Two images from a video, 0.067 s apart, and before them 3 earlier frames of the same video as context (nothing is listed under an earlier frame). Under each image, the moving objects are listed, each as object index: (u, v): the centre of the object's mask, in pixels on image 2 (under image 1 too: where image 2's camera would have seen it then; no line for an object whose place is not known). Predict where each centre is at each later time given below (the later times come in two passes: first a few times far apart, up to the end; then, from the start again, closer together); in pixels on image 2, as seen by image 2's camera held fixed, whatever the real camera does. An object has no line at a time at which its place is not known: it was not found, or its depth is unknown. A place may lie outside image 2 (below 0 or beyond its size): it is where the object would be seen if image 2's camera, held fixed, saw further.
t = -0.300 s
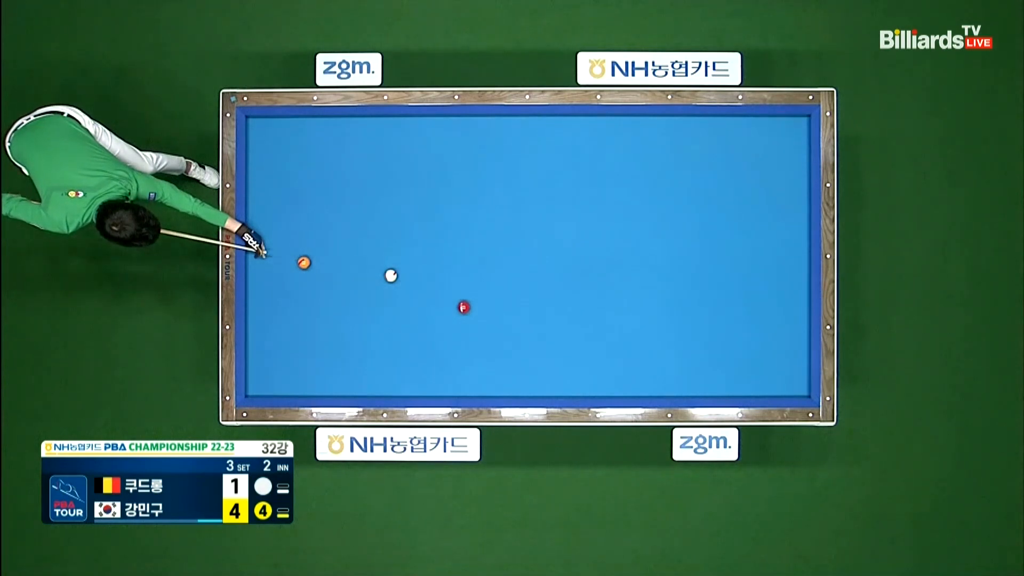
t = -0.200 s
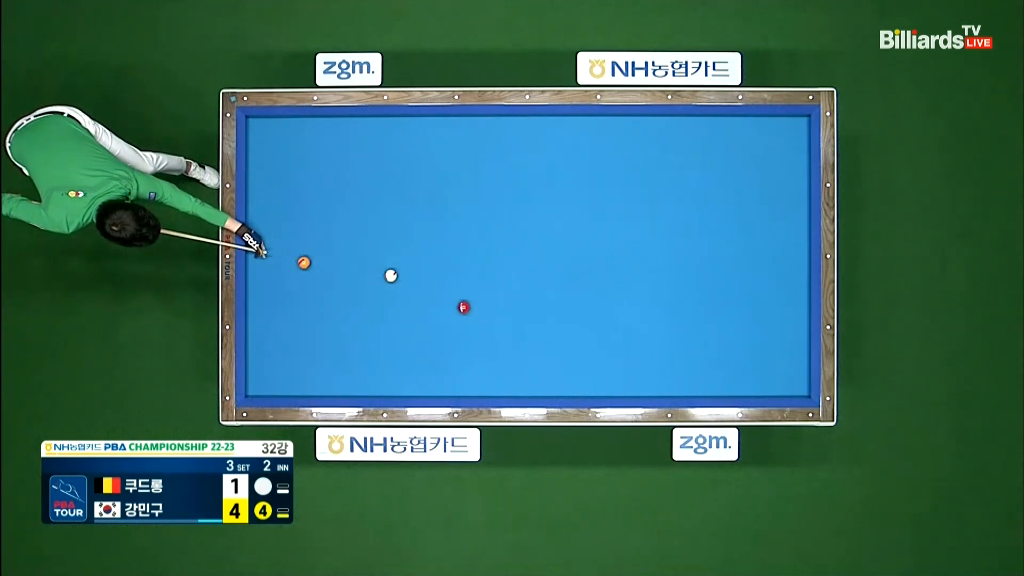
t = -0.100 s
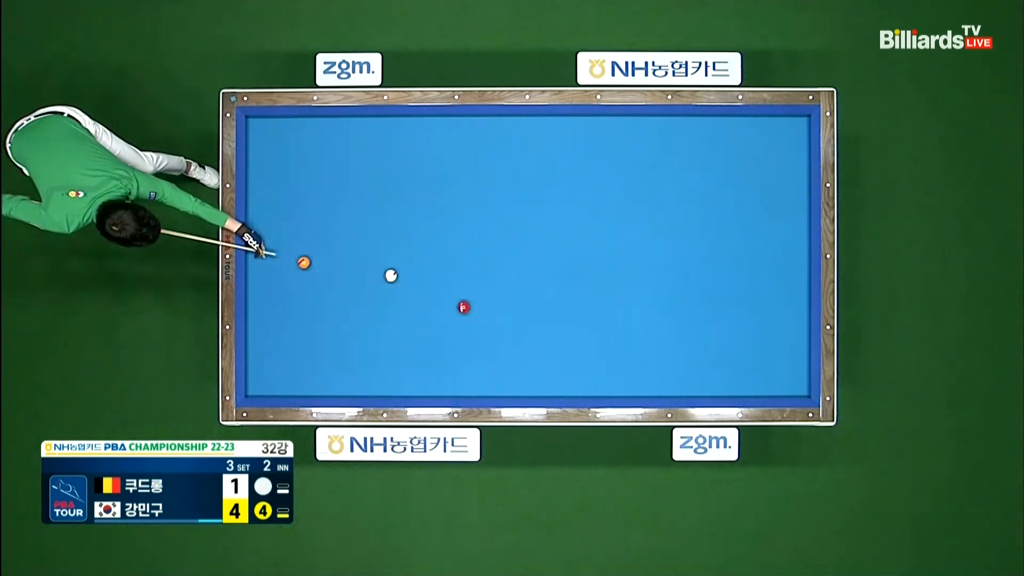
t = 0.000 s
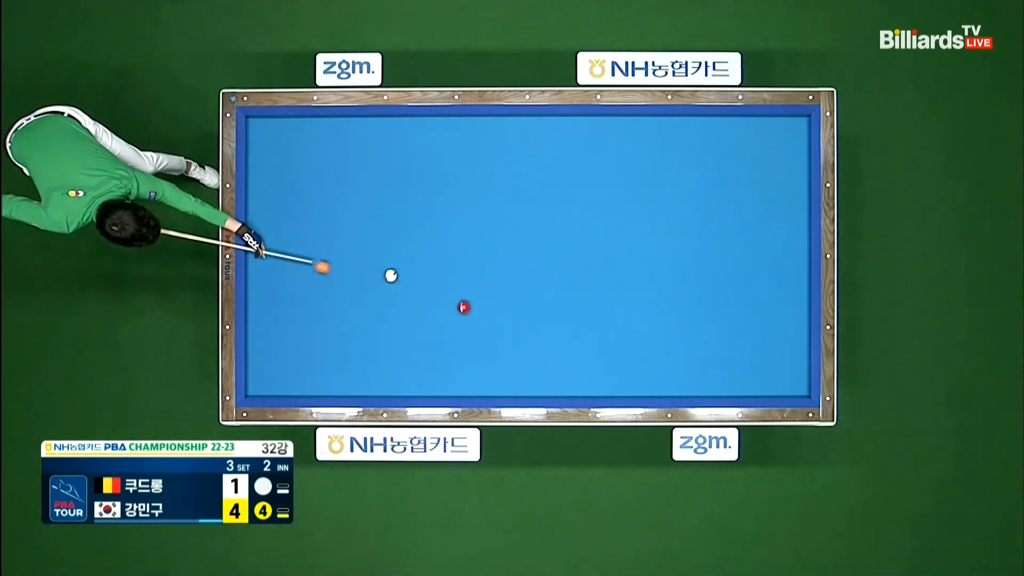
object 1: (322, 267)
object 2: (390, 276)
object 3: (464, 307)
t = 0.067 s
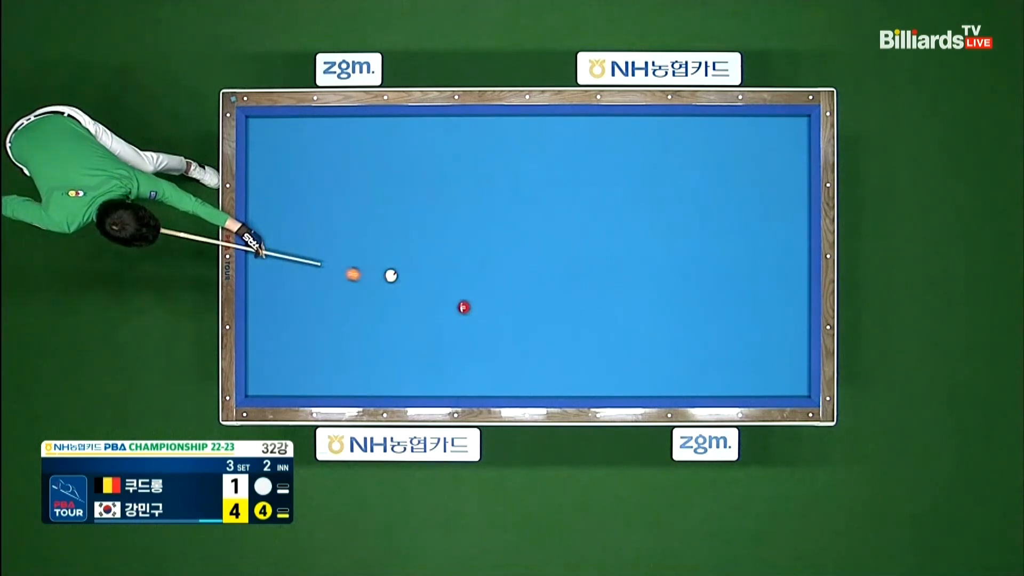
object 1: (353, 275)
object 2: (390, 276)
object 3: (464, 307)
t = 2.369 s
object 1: (774, 220)
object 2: (733, 125)
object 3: (464, 307)
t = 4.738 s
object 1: (599, 209)
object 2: (516, 171)
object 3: (464, 307)
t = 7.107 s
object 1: (427, 297)
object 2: (347, 209)
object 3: (456, 333)
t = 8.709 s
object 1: (354, 300)
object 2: (262, 230)
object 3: (442, 376)
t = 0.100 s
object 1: (368, 278)
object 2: (390, 276)
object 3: (464, 306)
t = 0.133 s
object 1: (380, 282)
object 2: (393, 275)
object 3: (464, 306)
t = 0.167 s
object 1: (383, 290)
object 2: (404, 271)
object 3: (464, 307)
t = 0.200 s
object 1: (387, 296)
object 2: (416, 267)
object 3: (464, 307)
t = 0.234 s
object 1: (391, 304)
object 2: (426, 263)
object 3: (464, 307)
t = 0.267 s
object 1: (395, 310)
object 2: (437, 260)
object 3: (464, 307)
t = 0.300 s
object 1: (400, 317)
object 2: (446, 256)
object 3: (464, 307)
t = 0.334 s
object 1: (405, 324)
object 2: (456, 253)
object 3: (464, 307)
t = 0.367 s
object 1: (410, 330)
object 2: (466, 250)
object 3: (464, 307)
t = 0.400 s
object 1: (416, 337)
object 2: (475, 247)
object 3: (464, 307)
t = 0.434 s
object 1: (422, 344)
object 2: (484, 244)
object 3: (464, 307)
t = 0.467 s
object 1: (428, 350)
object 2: (492, 241)
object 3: (464, 307)
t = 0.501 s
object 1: (434, 356)
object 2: (500, 238)
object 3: (464, 307)
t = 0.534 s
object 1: (440, 362)
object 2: (508, 235)
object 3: (464, 307)
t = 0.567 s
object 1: (447, 368)
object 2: (516, 233)
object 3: (464, 306)
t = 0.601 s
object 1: (452, 374)
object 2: (524, 230)
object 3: (464, 307)
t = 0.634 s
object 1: (459, 381)
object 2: (532, 227)
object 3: (464, 306)
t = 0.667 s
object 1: (465, 387)
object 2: (540, 225)
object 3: (464, 307)
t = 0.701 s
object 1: (471, 392)
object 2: (548, 222)
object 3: (464, 307)
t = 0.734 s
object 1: (478, 387)
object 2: (556, 219)
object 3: (464, 307)
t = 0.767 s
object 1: (484, 383)
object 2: (564, 217)
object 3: (464, 307)
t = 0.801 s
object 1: (490, 378)
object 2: (572, 214)
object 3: (464, 307)
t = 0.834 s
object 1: (496, 374)
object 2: (579, 211)
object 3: (464, 307)
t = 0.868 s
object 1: (503, 370)
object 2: (587, 208)
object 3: (464, 307)
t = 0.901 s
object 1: (509, 367)
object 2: (595, 206)
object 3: (464, 307)
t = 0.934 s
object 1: (515, 363)
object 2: (603, 203)
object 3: (464, 306)
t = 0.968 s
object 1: (522, 360)
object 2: (611, 201)
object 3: (464, 306)
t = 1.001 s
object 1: (528, 356)
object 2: (619, 198)
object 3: (464, 307)
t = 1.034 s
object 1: (535, 353)
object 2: (626, 196)
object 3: (464, 307)
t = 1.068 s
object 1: (541, 350)
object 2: (634, 193)
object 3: (464, 306)
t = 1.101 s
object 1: (547, 346)
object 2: (642, 190)
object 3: (464, 306)
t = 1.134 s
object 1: (553, 343)
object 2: (650, 188)
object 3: (464, 306)
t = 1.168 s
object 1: (559, 339)
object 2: (658, 185)
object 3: (464, 306)
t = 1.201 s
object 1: (565, 336)
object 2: (665, 182)
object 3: (464, 306)
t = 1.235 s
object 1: (571, 333)
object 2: (673, 180)
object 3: (464, 306)
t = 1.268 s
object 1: (578, 329)
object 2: (681, 177)
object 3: (464, 307)
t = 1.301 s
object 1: (584, 326)
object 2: (688, 175)
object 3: (464, 307)
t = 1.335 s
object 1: (590, 322)
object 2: (696, 172)
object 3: (464, 306)
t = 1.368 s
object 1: (596, 319)
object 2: (703, 170)
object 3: (464, 307)
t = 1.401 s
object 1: (602, 316)
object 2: (711, 167)
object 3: (464, 307)
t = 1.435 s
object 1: (608, 312)
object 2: (718, 164)
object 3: (464, 307)
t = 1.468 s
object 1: (615, 308)
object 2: (726, 162)
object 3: (464, 306)
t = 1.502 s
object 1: (621, 305)
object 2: (733, 159)
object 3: (464, 306)
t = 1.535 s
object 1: (627, 302)
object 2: (741, 157)
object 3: (464, 306)
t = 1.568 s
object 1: (633, 299)
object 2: (749, 154)
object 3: (464, 307)
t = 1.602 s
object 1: (639, 295)
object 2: (756, 152)
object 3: (464, 307)
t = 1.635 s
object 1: (645, 292)
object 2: (764, 149)
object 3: (464, 306)
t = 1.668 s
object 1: (651, 288)
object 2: (772, 147)
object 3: (464, 306)
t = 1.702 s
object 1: (657, 285)
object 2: (779, 144)
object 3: (464, 307)
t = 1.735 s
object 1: (663, 282)
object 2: (786, 142)
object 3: (464, 307)
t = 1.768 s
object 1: (669, 279)
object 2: (794, 139)
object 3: (464, 307)
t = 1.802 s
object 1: (675, 275)
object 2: (801, 136)
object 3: (464, 306)
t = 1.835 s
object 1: (681, 272)
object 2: (801, 135)
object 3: (464, 306)
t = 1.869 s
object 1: (687, 269)
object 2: (795, 134)
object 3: (464, 307)
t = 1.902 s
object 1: (693, 266)
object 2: (789, 132)
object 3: (464, 307)
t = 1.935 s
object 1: (698, 262)
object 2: (784, 131)
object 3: (464, 307)
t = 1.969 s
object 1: (704, 259)
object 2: (779, 129)
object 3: (464, 306)
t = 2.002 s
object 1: (710, 256)
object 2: (774, 128)
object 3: (464, 307)
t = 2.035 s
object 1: (716, 252)
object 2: (769, 127)
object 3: (464, 307)
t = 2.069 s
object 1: (722, 249)
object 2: (765, 126)
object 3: (464, 307)
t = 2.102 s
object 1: (728, 246)
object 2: (761, 124)
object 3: (464, 307)
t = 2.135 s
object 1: (734, 242)
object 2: (757, 123)
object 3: (464, 306)
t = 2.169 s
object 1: (740, 240)
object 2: (753, 121)
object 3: (464, 307)
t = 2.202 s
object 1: (745, 236)
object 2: (750, 121)
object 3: (464, 307)
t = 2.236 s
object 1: (751, 233)
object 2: (746, 122)
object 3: (464, 307)
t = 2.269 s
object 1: (757, 230)
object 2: (743, 123)
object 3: (464, 306)
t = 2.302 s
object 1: (763, 227)
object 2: (740, 124)
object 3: (464, 307)
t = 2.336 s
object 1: (769, 223)
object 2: (736, 125)
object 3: (464, 307)
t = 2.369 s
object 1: (774, 220)
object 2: (733, 125)
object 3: (464, 307)
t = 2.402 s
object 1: (780, 217)
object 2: (729, 126)
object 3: (464, 306)
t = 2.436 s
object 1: (786, 214)
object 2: (726, 127)
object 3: (464, 307)
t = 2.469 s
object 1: (792, 211)
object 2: (723, 127)
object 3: (464, 307)
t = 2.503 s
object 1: (797, 208)
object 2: (719, 128)
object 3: (464, 307)
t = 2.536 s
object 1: (803, 204)
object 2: (716, 128)
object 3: (464, 306)
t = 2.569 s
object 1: (802, 201)
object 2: (712, 129)
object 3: (464, 307)
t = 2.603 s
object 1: (797, 197)
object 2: (709, 130)
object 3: (464, 306)
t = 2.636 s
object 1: (793, 193)
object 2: (706, 130)
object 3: (464, 306)
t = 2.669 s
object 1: (789, 189)
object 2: (702, 131)
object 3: (464, 306)
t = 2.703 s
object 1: (785, 185)
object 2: (699, 132)
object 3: (464, 306)
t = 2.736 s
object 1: (782, 182)
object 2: (696, 133)
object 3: (464, 307)
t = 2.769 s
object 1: (779, 178)
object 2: (693, 133)
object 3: (464, 307)
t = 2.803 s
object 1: (775, 174)
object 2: (689, 134)
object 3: (464, 306)
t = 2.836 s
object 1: (772, 170)
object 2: (686, 135)
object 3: (464, 306)
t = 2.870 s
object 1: (769, 166)
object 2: (683, 135)
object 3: (464, 306)
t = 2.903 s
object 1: (766, 163)
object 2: (680, 136)
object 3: (464, 307)
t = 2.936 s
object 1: (762, 159)
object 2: (676, 137)
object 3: (464, 307)
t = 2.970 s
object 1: (759, 155)
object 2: (673, 137)
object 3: (464, 307)
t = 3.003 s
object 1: (756, 151)
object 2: (670, 138)
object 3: (464, 306)
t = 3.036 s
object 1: (753, 148)
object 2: (667, 139)
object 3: (464, 306)
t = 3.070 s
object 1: (749, 144)
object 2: (664, 139)
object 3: (464, 306)
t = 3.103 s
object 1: (746, 140)
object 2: (660, 140)
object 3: (464, 306)
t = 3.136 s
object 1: (743, 137)
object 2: (657, 141)
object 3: (464, 306)
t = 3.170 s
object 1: (740, 133)
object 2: (654, 142)
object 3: (464, 306)
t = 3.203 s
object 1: (737, 129)
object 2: (651, 142)
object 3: (464, 307)
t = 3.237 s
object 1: (734, 126)
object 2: (648, 143)
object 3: (464, 307)
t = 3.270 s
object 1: (731, 122)
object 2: (644, 144)
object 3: (464, 306)
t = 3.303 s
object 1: (727, 122)
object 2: (641, 144)
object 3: (464, 307)
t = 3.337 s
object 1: (724, 125)
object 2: (638, 145)
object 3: (464, 307)
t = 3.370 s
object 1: (721, 127)
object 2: (635, 146)
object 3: (464, 307)
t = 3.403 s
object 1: (718, 129)
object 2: (632, 146)
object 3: (464, 307)
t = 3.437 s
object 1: (715, 131)
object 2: (629, 147)
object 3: (464, 307)
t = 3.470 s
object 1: (711, 133)
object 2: (626, 148)
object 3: (464, 307)
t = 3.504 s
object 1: (708, 135)
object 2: (623, 148)
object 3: (464, 306)
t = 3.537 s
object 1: (706, 137)
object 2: (620, 149)
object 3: (464, 307)
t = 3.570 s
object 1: (702, 140)
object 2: (616, 150)
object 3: (464, 307)
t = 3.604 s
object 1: (699, 142)
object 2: (613, 150)
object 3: (464, 307)
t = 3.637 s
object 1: (696, 144)
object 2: (611, 151)
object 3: (464, 306)
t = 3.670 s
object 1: (693, 146)
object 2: (607, 151)
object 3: (464, 307)
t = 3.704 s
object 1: (690, 148)
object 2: (605, 152)
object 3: (464, 306)
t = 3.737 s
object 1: (687, 150)
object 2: (601, 153)
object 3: (464, 307)
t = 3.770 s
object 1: (684, 152)
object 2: (598, 153)
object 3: (464, 306)
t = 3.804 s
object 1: (681, 154)
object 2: (596, 154)
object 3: (464, 307)
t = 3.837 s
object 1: (678, 156)
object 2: (593, 155)
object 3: (464, 306)
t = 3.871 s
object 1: (675, 158)
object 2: (589, 156)
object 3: (464, 306)
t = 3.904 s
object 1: (672, 160)
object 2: (587, 156)
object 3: (464, 307)
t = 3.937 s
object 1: (669, 162)
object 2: (584, 157)
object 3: (464, 307)
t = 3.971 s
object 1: (666, 164)
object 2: (580, 157)
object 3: (464, 306)
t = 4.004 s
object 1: (663, 166)
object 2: (578, 158)
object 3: (464, 307)
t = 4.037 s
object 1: (660, 168)
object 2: (575, 159)
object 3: (464, 306)
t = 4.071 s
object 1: (657, 170)
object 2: (572, 159)
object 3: (464, 307)
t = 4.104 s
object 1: (654, 172)
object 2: (569, 160)
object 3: (464, 307)
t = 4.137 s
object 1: (651, 174)
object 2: (566, 161)
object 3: (464, 307)
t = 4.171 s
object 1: (648, 176)
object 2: (563, 161)
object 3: (464, 307)
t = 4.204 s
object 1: (645, 178)
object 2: (560, 162)
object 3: (464, 307)
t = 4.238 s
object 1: (642, 180)
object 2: (557, 162)
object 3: (464, 307)
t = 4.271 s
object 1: (639, 182)
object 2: (555, 163)
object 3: (464, 307)
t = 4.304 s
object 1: (636, 184)
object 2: (552, 164)
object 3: (464, 307)
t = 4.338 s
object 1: (633, 186)
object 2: (549, 164)
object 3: (464, 307)
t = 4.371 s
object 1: (630, 188)
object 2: (546, 165)
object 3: (464, 307)
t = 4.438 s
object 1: (624, 191)
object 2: (540, 166)
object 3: (464, 307)
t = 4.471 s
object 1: (622, 193)
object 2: (538, 167)
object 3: (464, 306)
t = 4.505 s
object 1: (619, 195)
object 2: (535, 167)
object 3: (464, 306)
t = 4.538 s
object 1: (616, 197)
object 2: (532, 168)
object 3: (464, 306)
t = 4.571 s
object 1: (613, 199)
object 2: (529, 169)
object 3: (464, 306)
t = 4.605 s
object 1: (610, 201)
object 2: (526, 169)
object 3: (464, 306)
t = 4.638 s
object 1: (607, 203)
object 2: (524, 170)
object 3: (464, 306)
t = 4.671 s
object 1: (604, 205)
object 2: (521, 170)
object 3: (464, 307)
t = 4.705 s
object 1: (601, 207)
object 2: (518, 171)
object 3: (464, 307)
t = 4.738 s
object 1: (599, 209)
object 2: (516, 171)
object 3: (464, 307)
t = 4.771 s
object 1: (596, 211)
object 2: (513, 172)
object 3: (464, 307)
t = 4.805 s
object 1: (593, 212)
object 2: (510, 173)
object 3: (464, 307)
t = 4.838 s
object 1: (590, 214)
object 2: (507, 173)
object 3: (464, 307)
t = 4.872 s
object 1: (587, 216)
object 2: (505, 174)
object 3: (464, 307)
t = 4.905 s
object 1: (584, 218)
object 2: (502, 174)
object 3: (464, 307)
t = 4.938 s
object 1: (582, 220)
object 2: (499, 175)
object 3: (464, 307)
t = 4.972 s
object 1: (579, 222)
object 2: (496, 175)
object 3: (464, 307)
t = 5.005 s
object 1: (576, 224)
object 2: (494, 176)
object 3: (464, 307)
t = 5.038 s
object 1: (573, 225)
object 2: (491, 177)
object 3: (464, 307)
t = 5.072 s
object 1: (571, 227)
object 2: (489, 177)
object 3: (464, 307)
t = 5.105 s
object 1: (568, 229)
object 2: (486, 178)
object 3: (464, 307)
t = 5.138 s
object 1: (565, 231)
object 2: (483, 179)
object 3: (464, 307)
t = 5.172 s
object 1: (562, 233)
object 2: (481, 179)
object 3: (464, 307)
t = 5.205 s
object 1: (560, 234)
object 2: (478, 179)
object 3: (464, 307)
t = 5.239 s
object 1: (557, 236)
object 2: (476, 180)
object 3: (464, 307)
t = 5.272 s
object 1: (554, 238)
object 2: (473, 181)
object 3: (464, 307)
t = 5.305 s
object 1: (551, 240)
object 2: (470, 181)
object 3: (464, 307)
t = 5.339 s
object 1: (549, 241)
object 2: (468, 182)
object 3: (464, 307)
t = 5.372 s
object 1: (546, 243)
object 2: (465, 182)
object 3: (464, 307)
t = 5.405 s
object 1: (543, 245)
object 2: (463, 183)
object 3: (464, 307)
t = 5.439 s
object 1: (541, 247)
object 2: (460, 183)
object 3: (464, 307)
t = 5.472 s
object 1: (538, 248)
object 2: (458, 184)
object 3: (464, 307)
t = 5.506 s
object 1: (535, 250)
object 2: (455, 184)
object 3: (464, 307)
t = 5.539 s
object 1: (533, 252)
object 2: (453, 185)
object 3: (464, 307)
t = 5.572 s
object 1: (530, 254)
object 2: (450, 185)
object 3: (464, 307)
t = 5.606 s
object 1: (527, 255)
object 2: (448, 186)
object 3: (464, 307)
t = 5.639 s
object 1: (525, 257)
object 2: (445, 187)
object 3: (464, 307)
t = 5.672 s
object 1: (522, 259)
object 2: (443, 187)
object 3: (464, 307)
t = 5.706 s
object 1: (519, 260)
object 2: (441, 188)
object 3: (464, 307)
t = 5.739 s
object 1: (517, 262)
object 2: (438, 188)
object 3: (464, 307)
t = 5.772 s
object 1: (514, 264)
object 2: (435, 189)
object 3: (464, 307)
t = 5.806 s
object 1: (512, 266)
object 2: (433, 189)
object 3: (464, 307)
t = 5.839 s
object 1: (509, 267)
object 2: (431, 190)
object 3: (464, 307)
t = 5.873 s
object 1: (507, 269)
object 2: (428, 190)
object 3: (464, 307)
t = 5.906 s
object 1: (504, 271)
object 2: (426, 191)
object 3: (464, 307)
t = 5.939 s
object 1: (501, 272)
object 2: (424, 191)
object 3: (464, 307)
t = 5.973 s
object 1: (499, 274)
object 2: (421, 192)
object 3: (464, 307)
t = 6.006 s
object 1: (496, 276)
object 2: (419, 192)
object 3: (464, 307)
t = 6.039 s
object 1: (494, 277)
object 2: (416, 193)
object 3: (464, 307)
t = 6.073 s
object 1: (491, 279)
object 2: (414, 193)
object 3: (464, 307)
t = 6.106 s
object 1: (489, 281)
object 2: (412, 194)
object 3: (464, 307)
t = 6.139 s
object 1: (486, 282)
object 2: (409, 195)
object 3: (464, 307)
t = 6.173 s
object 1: (484, 284)
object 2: (407, 195)
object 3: (464, 307)
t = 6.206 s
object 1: (481, 285)
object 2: (405, 196)
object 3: (464, 307)
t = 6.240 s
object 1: (479, 287)
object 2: (403, 196)
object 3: (464, 307)
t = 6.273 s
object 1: (476, 288)
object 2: (401, 196)
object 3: (464, 307)
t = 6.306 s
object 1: (474, 290)
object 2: (398, 197)
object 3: (464, 307)
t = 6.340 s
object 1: (472, 292)
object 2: (396, 198)
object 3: (464, 307)
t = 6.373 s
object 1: (469, 293)
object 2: (394, 198)
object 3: (464, 307)
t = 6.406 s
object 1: (467, 295)
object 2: (392, 198)
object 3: (464, 307)
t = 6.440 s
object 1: (465, 295)
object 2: (389, 199)
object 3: (464, 309)
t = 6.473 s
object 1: (463, 295)
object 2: (387, 200)
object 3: (463, 310)
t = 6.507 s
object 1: (460, 295)
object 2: (385, 200)
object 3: (463, 311)
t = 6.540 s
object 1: (459, 295)
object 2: (383, 201)
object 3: (462, 312)
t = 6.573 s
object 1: (457, 296)
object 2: (381, 201)
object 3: (462, 314)
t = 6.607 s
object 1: (455, 296)
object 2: (378, 202)
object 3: (462, 315)
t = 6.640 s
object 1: (453, 296)
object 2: (376, 202)
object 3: (461, 316)
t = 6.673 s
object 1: (451, 296)
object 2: (374, 203)
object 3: (461, 317)
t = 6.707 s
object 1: (449, 296)
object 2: (372, 203)
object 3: (460, 318)
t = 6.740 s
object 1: (447, 296)
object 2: (370, 204)
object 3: (460, 320)
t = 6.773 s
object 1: (445, 296)
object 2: (368, 204)
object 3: (460, 321)
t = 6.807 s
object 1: (443, 297)
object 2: (366, 204)
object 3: (459, 322)
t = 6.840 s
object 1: (442, 296)
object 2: (364, 205)
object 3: (459, 323)
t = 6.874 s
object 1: (440, 297)
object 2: (361, 205)
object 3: (459, 324)
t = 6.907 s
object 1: (438, 297)
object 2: (359, 206)
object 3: (458, 326)
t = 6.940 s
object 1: (436, 297)
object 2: (358, 206)
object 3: (458, 327)
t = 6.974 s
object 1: (434, 297)
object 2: (355, 207)
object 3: (458, 328)
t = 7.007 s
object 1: (433, 297)
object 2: (353, 207)
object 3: (457, 329)
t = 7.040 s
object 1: (431, 297)
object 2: (351, 208)
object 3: (457, 330)
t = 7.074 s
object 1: (429, 297)
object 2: (349, 208)
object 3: (457, 332)
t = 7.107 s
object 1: (427, 297)
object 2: (347, 209)
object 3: (456, 333)
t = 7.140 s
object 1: (425, 297)
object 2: (345, 209)
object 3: (456, 333)
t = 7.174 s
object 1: (424, 298)
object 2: (343, 210)
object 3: (455, 335)
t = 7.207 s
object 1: (422, 298)
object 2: (341, 210)
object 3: (455, 336)
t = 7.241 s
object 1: (420, 298)
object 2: (339, 211)
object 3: (455, 337)
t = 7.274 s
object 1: (418, 298)
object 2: (337, 211)
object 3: (454, 338)
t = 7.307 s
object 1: (417, 298)
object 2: (335, 212)
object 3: (454, 339)
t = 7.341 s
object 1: (415, 298)
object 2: (333, 212)
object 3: (454, 340)
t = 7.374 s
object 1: (413, 298)
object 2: (331, 213)
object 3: (454, 341)
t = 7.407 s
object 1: (412, 298)
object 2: (330, 213)
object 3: (453, 342)
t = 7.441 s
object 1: (410, 298)
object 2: (327, 213)
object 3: (453, 343)
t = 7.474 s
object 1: (408, 298)
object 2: (326, 214)
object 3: (452, 344)
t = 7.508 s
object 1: (407, 298)
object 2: (324, 214)
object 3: (452, 345)
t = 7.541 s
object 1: (405, 299)
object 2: (322, 215)
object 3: (452, 346)
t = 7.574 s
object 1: (403, 298)
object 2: (320, 215)
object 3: (451, 347)
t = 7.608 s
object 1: (402, 298)
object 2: (318, 215)
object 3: (451, 348)
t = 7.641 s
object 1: (400, 299)
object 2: (316, 216)
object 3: (451, 349)
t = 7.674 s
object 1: (399, 299)
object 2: (314, 217)
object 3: (451, 350)
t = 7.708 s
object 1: (397, 299)
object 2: (313, 217)
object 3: (450, 351)
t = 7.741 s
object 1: (395, 299)
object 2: (311, 217)
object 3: (450, 352)
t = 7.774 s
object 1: (394, 299)
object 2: (309, 218)
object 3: (449, 353)
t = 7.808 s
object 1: (392, 299)
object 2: (307, 218)
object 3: (449, 354)
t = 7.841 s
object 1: (391, 299)
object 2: (305, 219)
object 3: (449, 355)
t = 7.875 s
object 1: (389, 299)
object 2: (304, 219)
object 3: (449, 356)
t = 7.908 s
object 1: (388, 299)
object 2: (302, 220)
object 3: (448, 357)
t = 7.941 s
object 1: (386, 299)
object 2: (300, 220)
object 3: (448, 358)
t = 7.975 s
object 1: (384, 299)
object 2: (298, 221)
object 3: (448, 359)
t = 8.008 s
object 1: (383, 299)
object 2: (296, 221)
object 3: (448, 359)
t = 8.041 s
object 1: (382, 299)
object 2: (295, 221)
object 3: (447, 360)
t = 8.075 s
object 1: (380, 299)
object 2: (293, 222)
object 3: (447, 361)
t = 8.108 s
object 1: (379, 299)
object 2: (291, 222)
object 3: (447, 362)
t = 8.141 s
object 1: (377, 299)
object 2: (290, 223)
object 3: (446, 363)
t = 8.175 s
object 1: (376, 299)
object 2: (288, 223)
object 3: (446, 364)
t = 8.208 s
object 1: (374, 299)
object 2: (286, 224)
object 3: (446, 365)
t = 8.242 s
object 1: (373, 300)
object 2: (285, 224)
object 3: (446, 365)
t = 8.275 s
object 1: (371, 299)
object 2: (283, 224)
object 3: (445, 366)
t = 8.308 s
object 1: (370, 300)
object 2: (281, 225)
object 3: (445, 367)
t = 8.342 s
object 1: (369, 300)
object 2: (280, 225)
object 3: (445, 368)
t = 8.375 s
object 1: (367, 299)
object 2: (278, 226)
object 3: (445, 369)
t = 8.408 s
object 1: (366, 300)
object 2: (276, 226)
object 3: (445, 370)
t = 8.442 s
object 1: (365, 300)
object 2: (275, 226)
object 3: (444, 370)
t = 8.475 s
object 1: (363, 300)
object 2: (273, 227)
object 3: (444, 371)
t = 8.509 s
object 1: (362, 300)
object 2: (272, 227)
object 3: (444, 372)
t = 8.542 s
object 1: (361, 300)
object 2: (270, 228)
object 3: (443, 372)
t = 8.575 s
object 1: (359, 300)
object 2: (269, 228)
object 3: (443, 373)
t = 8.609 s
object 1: (358, 300)
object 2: (267, 228)
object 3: (443, 374)
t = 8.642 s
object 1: (356, 300)
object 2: (265, 229)
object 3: (443, 375)
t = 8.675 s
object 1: (355, 300)
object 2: (264, 229)
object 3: (443, 375)
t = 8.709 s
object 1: (354, 300)
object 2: (262, 230)
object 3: (442, 376)
